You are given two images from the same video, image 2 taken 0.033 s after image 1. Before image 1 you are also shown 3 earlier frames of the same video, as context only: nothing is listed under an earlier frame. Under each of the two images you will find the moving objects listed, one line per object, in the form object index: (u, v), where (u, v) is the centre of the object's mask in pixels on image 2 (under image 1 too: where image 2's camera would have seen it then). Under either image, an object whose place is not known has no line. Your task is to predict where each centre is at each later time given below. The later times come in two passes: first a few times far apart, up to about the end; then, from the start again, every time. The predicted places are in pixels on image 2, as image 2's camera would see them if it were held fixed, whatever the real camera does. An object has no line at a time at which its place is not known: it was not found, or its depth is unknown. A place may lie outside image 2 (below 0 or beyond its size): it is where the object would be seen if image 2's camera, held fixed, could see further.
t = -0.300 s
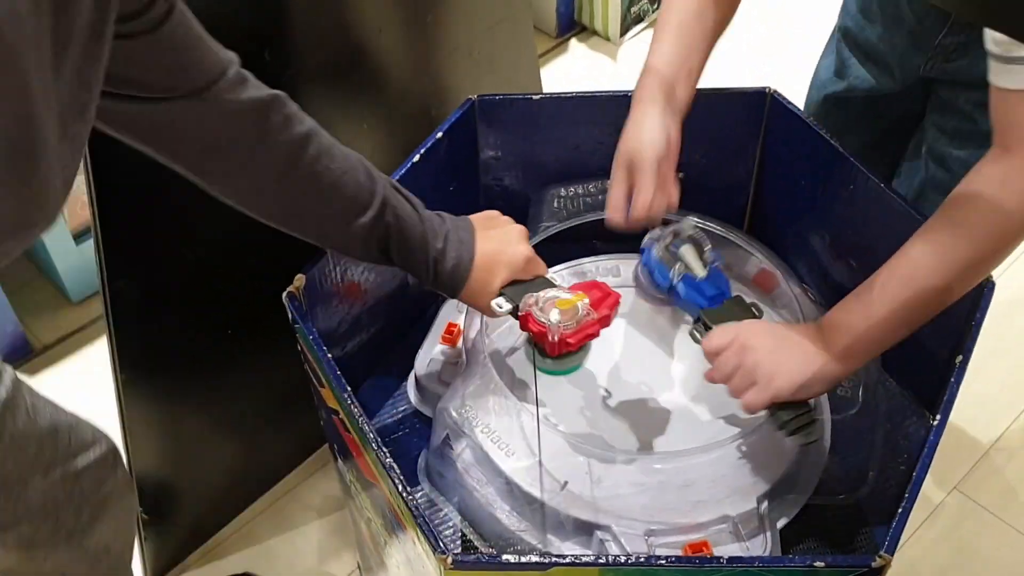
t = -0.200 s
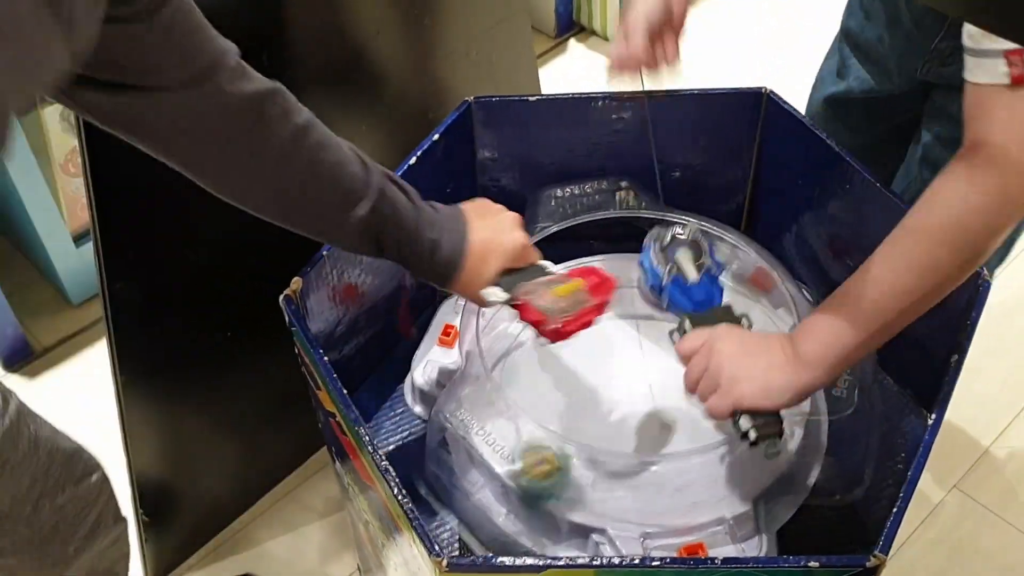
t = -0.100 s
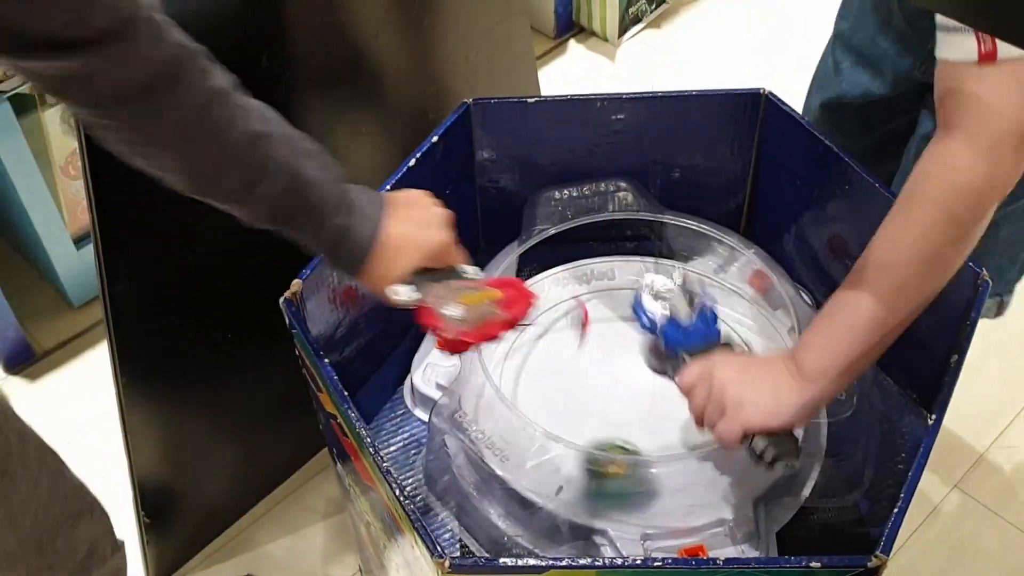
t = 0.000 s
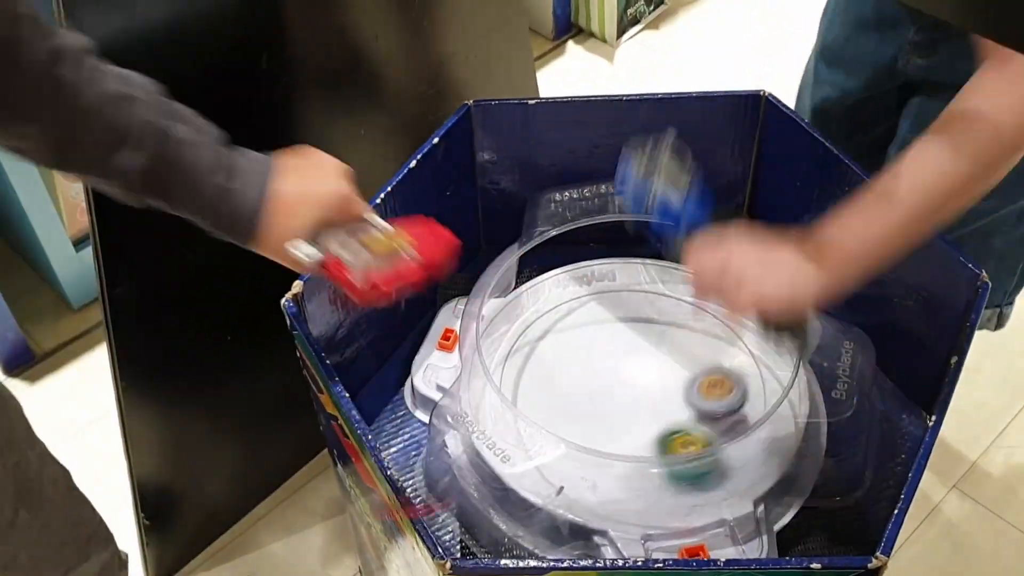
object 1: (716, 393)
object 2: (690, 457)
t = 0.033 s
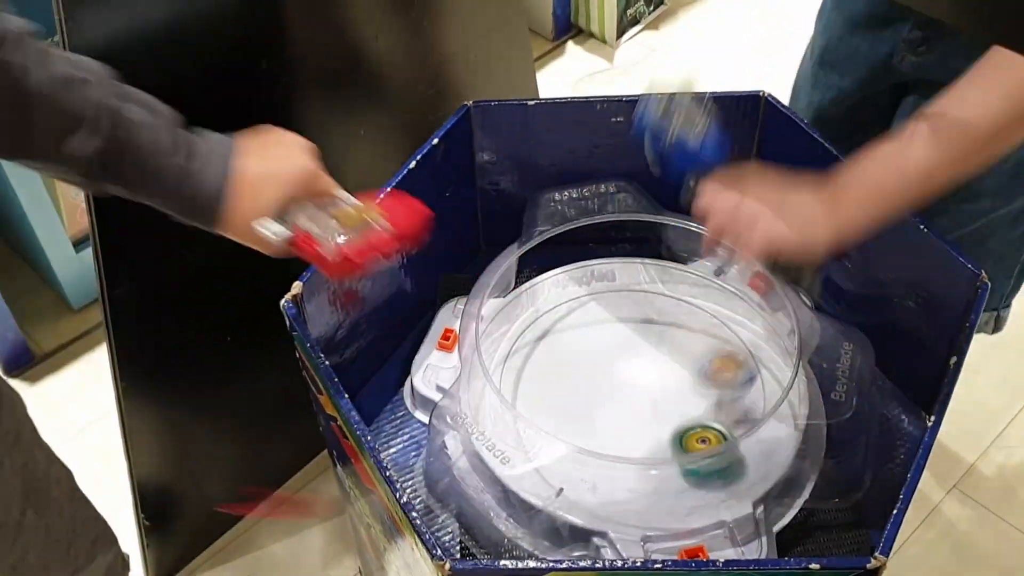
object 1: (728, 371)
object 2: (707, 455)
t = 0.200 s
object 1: (711, 309)
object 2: (702, 447)
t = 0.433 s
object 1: (728, 338)
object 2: (620, 355)
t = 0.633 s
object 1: (673, 396)
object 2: (527, 324)
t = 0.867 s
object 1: (578, 295)
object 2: (551, 413)
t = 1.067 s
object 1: (670, 273)
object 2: (643, 476)
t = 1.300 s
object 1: (598, 365)
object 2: (783, 397)
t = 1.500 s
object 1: (525, 302)
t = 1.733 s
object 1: (519, 306)
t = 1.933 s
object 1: (501, 339)
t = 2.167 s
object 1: (518, 374)
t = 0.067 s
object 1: (750, 329)
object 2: (706, 451)
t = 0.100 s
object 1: (758, 305)
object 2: (708, 459)
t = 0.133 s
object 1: (737, 305)
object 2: (706, 460)
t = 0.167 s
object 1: (715, 312)
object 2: (705, 457)
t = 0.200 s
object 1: (711, 309)
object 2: (702, 447)
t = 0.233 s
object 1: (706, 312)
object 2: (701, 442)
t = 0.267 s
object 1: (700, 319)
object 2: (692, 425)
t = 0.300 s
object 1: (700, 322)
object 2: (681, 412)
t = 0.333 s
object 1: (704, 325)
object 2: (668, 397)
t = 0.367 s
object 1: (711, 328)
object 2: (654, 383)
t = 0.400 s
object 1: (720, 332)
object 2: (637, 369)
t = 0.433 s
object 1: (728, 338)
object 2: (620, 355)
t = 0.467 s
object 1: (733, 346)
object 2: (602, 344)
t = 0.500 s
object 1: (734, 359)
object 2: (585, 335)
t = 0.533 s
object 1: (728, 372)
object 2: (570, 328)
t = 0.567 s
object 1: (715, 384)
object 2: (554, 323)
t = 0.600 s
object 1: (697, 392)
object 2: (540, 322)
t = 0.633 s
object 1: (673, 396)
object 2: (527, 324)
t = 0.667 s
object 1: (650, 394)
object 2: (523, 332)
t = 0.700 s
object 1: (625, 385)
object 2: (524, 343)
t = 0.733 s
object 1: (605, 371)
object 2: (525, 357)
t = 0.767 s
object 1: (590, 355)
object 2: (528, 372)
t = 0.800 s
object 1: (579, 334)
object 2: (533, 388)
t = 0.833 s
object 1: (575, 314)
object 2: (541, 400)
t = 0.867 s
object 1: (578, 295)
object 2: (551, 413)
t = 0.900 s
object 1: (592, 281)
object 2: (559, 423)
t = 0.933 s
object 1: (613, 279)
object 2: (571, 444)
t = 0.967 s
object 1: (632, 274)
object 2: (582, 463)
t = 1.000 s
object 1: (649, 269)
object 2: (601, 472)
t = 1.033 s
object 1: (663, 265)
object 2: (622, 482)
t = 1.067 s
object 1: (670, 273)
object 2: (643, 476)
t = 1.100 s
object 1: (675, 287)
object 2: (663, 472)
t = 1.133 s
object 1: (679, 306)
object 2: (681, 461)
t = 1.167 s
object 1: (681, 325)
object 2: (697, 448)
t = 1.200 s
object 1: (680, 345)
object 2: (704, 425)
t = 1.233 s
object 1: (671, 364)
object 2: (714, 411)
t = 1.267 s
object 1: (635, 370)
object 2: (742, 400)
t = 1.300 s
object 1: (598, 365)
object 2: (783, 397)
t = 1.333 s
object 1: (568, 355)
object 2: (818, 391)
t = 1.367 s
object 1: (541, 342)
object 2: (836, 390)
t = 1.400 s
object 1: (524, 325)
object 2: (825, 381)
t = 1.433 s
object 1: (519, 312)
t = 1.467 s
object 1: (519, 304)
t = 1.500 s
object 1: (525, 302)
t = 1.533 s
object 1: (528, 300)
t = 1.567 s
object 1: (527, 298)
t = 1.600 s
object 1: (527, 298)
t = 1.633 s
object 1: (528, 300)
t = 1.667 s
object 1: (527, 302)
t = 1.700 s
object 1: (524, 305)
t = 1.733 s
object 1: (519, 306)
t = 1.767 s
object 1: (515, 310)
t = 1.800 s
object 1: (512, 315)
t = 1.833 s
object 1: (510, 321)
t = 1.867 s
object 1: (507, 327)
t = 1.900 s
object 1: (504, 334)
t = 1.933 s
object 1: (501, 339)
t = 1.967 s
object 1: (494, 344)
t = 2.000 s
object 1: (497, 352)
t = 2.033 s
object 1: (500, 358)
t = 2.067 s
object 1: (505, 365)
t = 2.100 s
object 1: (506, 368)
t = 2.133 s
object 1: (513, 372)
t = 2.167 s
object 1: (518, 374)
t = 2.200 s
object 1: (527, 376)
